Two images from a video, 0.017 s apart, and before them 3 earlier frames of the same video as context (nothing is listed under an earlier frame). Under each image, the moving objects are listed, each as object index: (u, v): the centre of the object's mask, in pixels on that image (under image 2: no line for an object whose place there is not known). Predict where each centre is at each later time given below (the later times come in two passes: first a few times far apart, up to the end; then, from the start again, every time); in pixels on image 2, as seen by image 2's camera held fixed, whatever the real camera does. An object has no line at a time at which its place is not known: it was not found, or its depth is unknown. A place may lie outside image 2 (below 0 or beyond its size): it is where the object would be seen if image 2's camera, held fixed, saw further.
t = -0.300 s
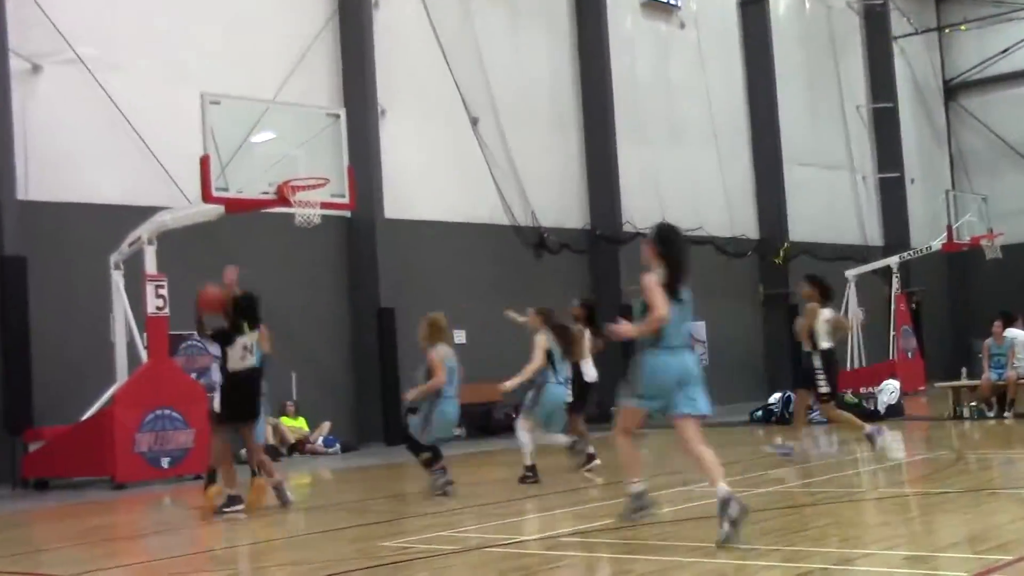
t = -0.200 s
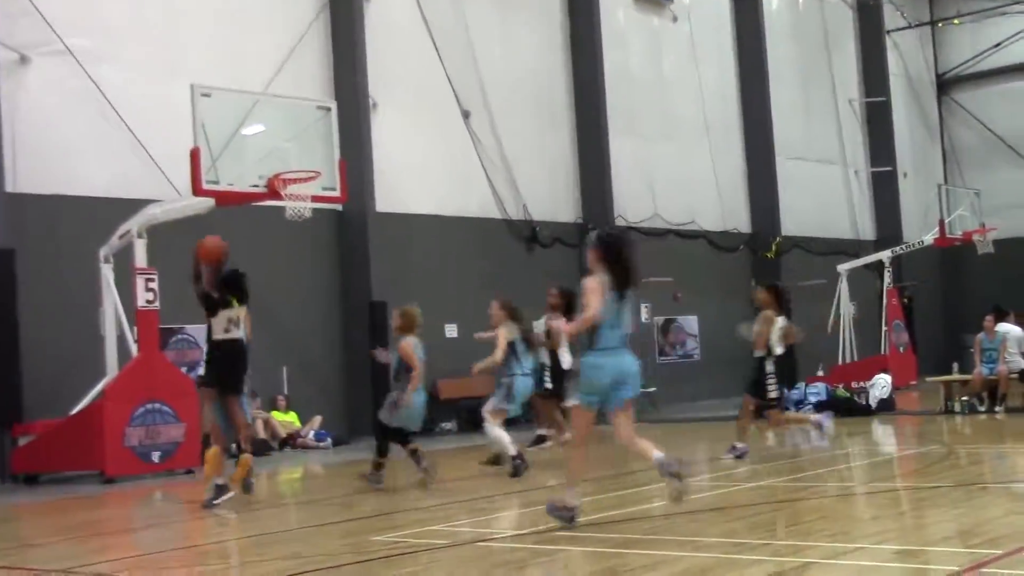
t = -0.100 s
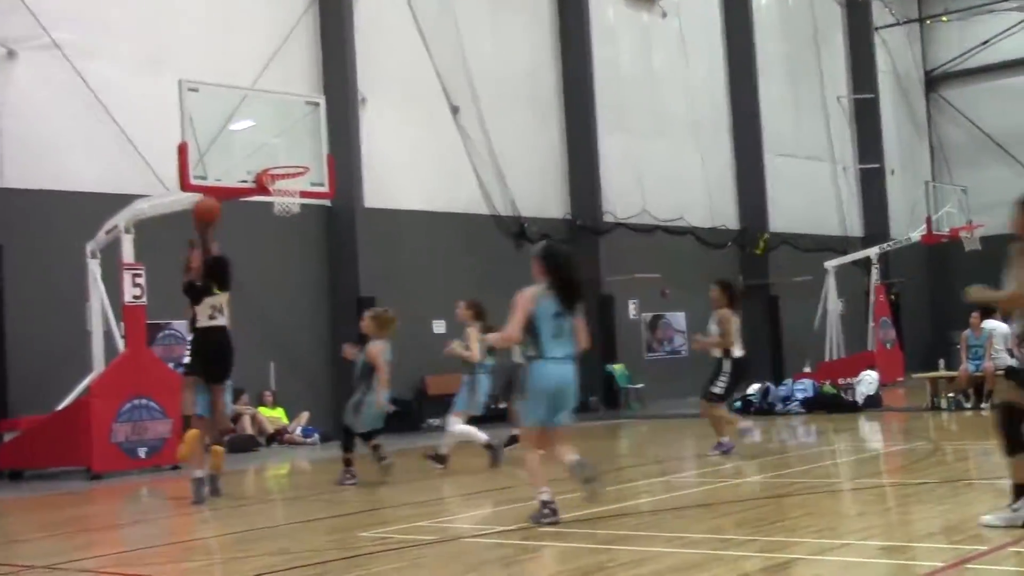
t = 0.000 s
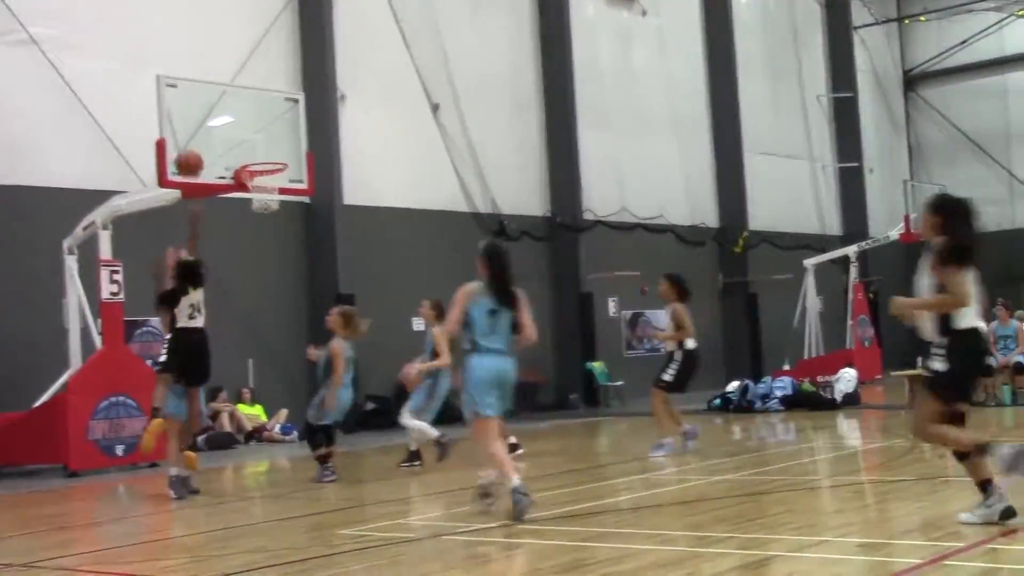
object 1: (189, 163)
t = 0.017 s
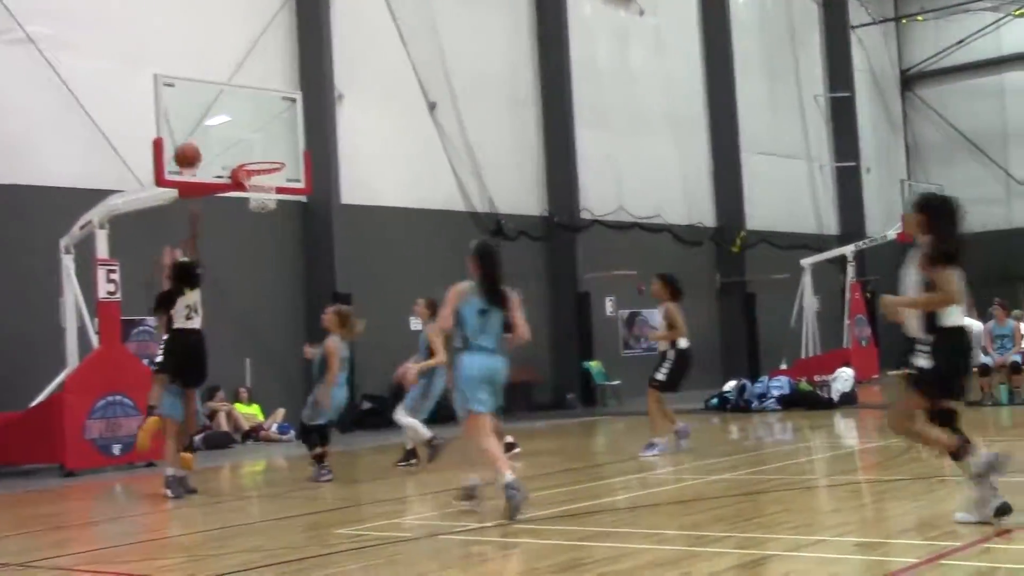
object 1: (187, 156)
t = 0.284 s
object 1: (203, 101)
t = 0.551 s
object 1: (221, 122)
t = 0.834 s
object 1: (265, 146)
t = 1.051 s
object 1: (253, 155)
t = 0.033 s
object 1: (189, 150)
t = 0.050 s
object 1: (190, 144)
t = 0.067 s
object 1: (191, 139)
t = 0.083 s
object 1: (191, 134)
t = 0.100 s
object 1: (192, 129)
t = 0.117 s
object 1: (192, 125)
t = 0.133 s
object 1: (193, 121)
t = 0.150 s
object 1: (194, 117)
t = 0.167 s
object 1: (195, 114)
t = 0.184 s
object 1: (196, 111)
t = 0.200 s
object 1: (197, 109)
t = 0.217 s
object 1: (198, 107)
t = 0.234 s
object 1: (199, 105)
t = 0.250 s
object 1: (200, 104)
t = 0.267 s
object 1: (202, 102)
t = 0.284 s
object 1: (203, 101)
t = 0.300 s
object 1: (203, 101)
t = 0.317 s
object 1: (204, 100)
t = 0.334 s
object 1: (205, 100)
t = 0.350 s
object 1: (206, 100)
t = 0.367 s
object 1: (207, 101)
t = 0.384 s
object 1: (208, 102)
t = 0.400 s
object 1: (209, 102)
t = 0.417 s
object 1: (210, 104)
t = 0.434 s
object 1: (211, 105)
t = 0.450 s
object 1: (212, 106)
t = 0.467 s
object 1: (213, 109)
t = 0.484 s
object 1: (215, 111)
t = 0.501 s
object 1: (216, 114)
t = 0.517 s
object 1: (216, 117)
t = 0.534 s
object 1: (218, 120)
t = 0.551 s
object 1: (221, 122)
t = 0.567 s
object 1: (226, 123)
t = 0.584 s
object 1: (230, 125)
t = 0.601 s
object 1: (234, 127)
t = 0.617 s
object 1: (239, 129)
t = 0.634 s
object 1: (243, 132)
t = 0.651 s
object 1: (247, 135)
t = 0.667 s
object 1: (252, 138)
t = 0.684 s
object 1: (256, 141)
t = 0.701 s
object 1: (261, 145)
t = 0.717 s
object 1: (266, 149)
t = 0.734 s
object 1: (270, 153)
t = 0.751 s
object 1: (271, 153)
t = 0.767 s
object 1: (270, 151)
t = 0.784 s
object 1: (269, 150)
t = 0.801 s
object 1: (267, 149)
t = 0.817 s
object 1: (267, 147)
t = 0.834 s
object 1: (265, 146)
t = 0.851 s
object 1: (265, 145)
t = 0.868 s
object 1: (263, 145)
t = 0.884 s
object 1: (262, 144)
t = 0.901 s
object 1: (261, 144)
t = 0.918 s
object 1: (260, 144)
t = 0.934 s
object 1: (260, 145)
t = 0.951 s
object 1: (259, 145)
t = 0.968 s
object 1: (258, 146)
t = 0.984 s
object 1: (257, 147)
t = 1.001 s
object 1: (256, 149)
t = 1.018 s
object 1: (255, 151)
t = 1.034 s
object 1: (254, 153)
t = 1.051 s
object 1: (253, 155)
